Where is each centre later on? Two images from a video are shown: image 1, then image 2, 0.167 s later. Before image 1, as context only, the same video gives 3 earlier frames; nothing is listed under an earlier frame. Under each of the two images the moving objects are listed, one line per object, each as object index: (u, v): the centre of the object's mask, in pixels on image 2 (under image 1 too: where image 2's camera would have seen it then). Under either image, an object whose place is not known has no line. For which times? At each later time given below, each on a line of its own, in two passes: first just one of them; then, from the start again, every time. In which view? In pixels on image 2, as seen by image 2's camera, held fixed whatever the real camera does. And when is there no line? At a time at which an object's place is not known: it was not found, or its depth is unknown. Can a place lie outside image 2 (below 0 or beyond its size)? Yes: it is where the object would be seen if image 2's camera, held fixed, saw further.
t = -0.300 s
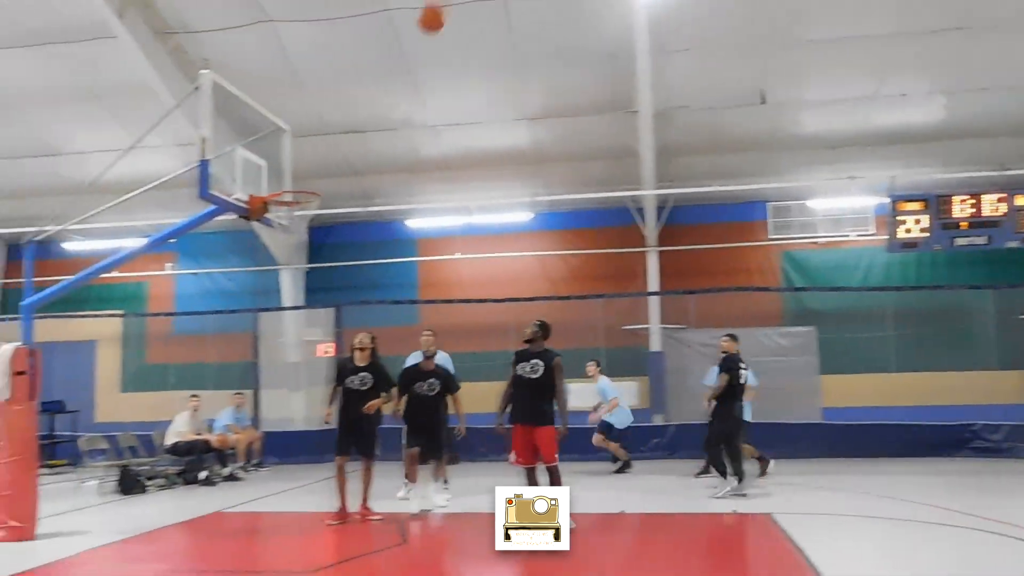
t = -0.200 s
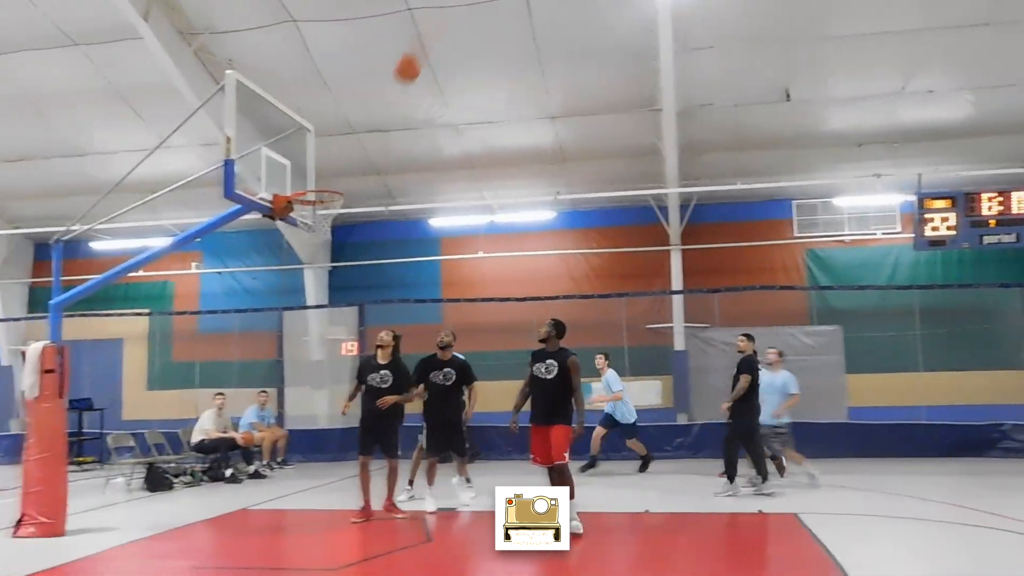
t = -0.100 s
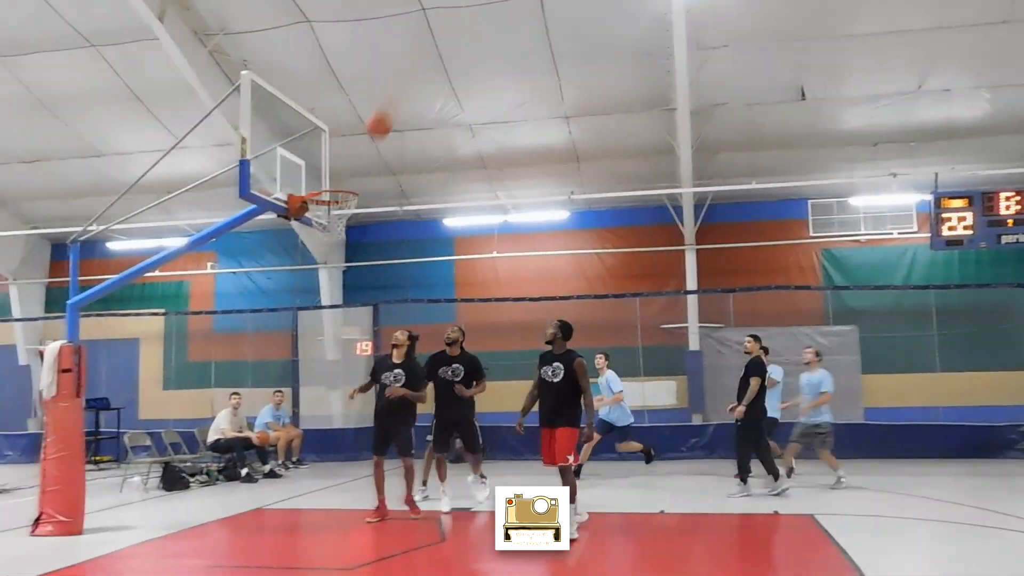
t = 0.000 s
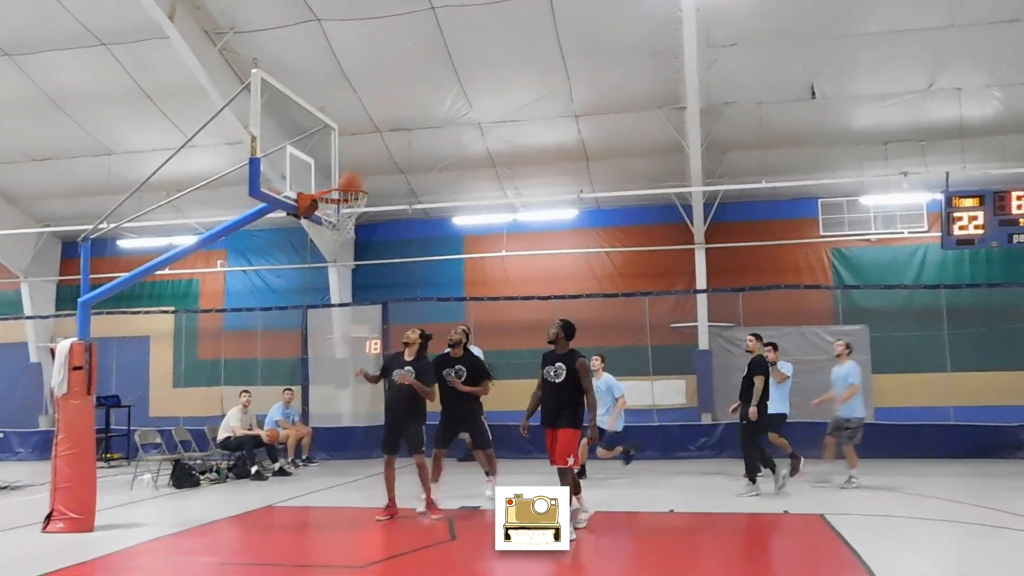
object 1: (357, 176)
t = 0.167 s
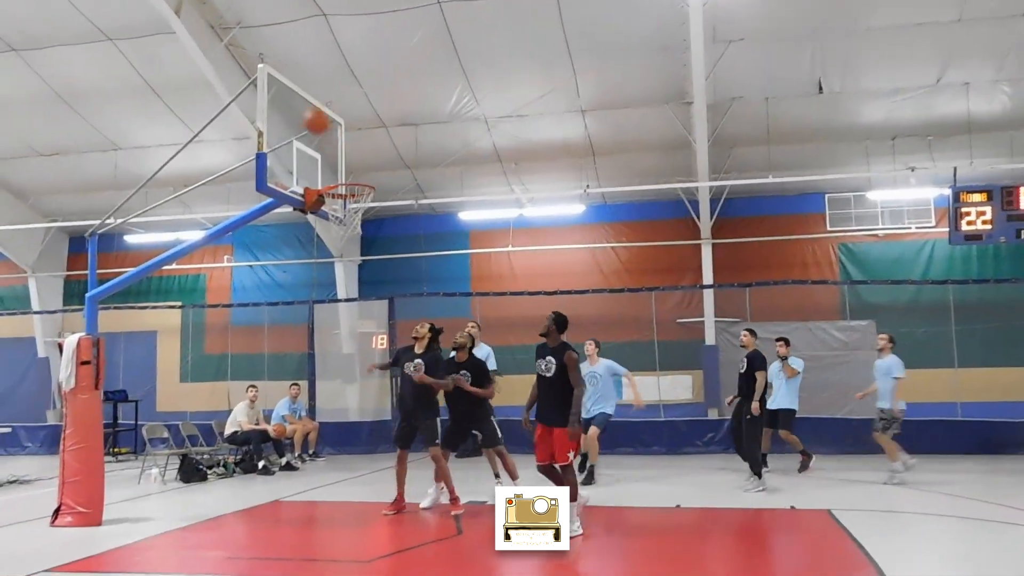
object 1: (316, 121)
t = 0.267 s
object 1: (324, 93)
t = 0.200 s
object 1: (319, 110)
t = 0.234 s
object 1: (322, 101)
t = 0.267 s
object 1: (324, 93)
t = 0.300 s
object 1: (327, 87)
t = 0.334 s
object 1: (330, 81)
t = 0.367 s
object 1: (333, 76)
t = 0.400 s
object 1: (336, 73)
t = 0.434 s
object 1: (339, 71)
